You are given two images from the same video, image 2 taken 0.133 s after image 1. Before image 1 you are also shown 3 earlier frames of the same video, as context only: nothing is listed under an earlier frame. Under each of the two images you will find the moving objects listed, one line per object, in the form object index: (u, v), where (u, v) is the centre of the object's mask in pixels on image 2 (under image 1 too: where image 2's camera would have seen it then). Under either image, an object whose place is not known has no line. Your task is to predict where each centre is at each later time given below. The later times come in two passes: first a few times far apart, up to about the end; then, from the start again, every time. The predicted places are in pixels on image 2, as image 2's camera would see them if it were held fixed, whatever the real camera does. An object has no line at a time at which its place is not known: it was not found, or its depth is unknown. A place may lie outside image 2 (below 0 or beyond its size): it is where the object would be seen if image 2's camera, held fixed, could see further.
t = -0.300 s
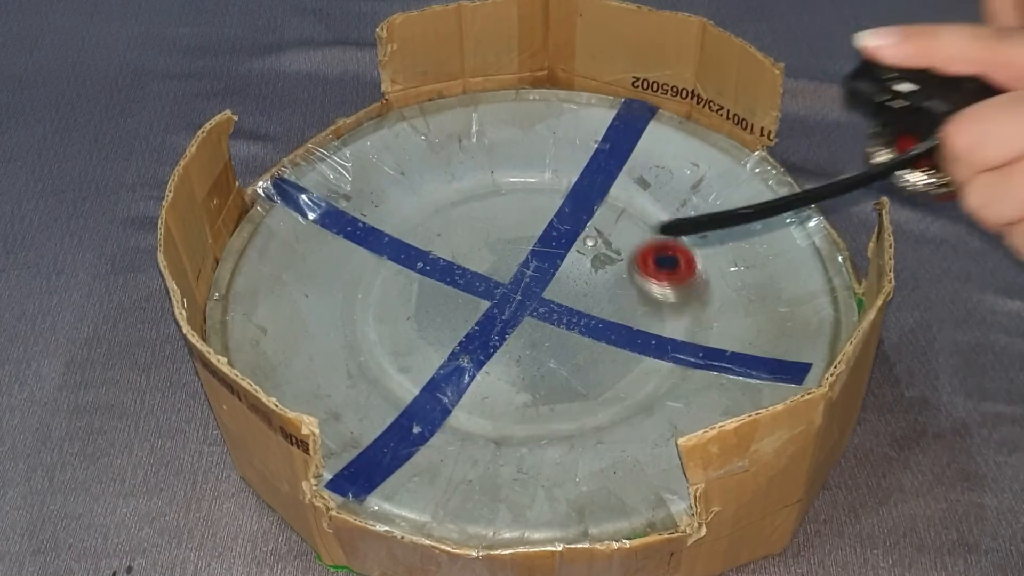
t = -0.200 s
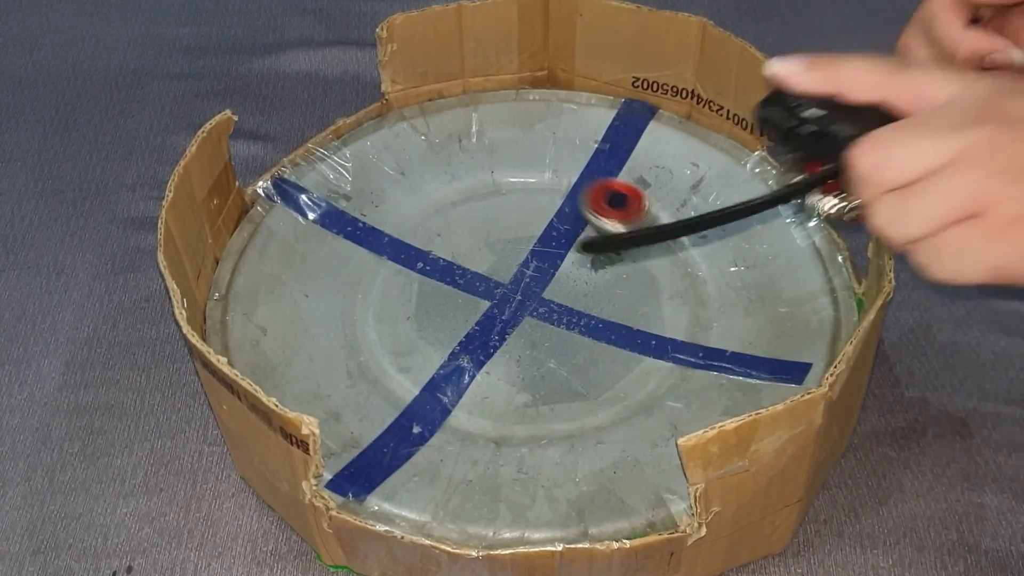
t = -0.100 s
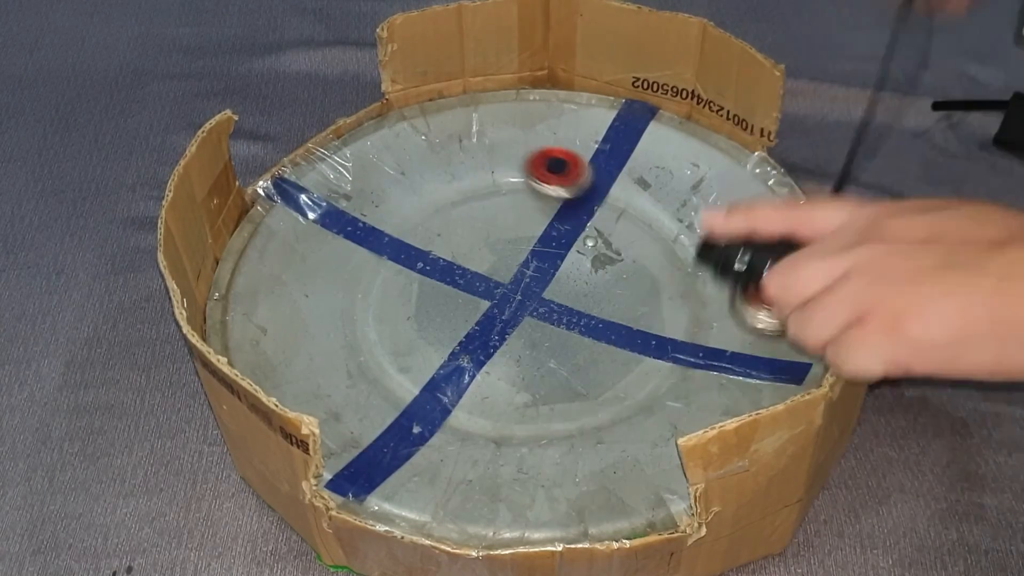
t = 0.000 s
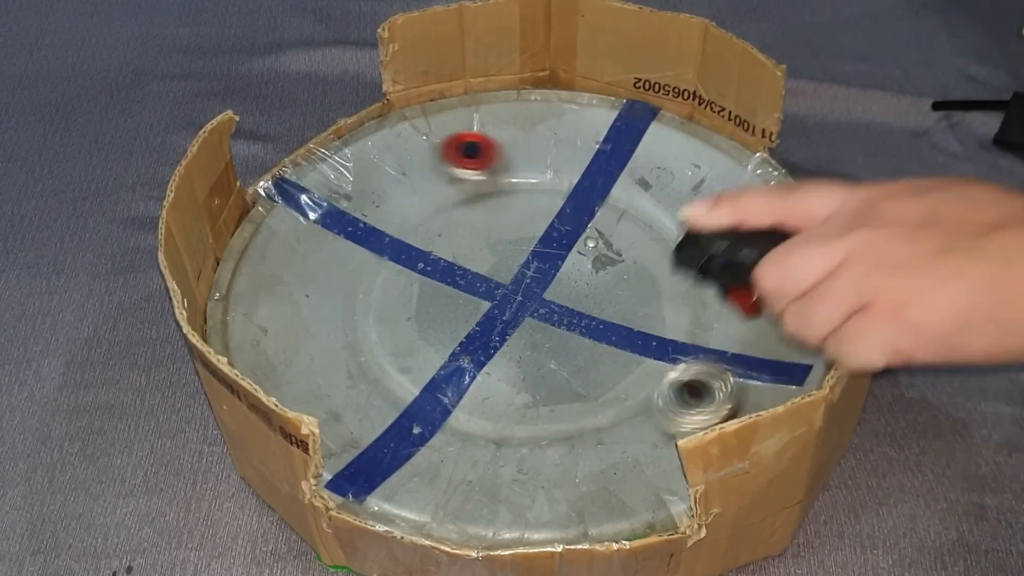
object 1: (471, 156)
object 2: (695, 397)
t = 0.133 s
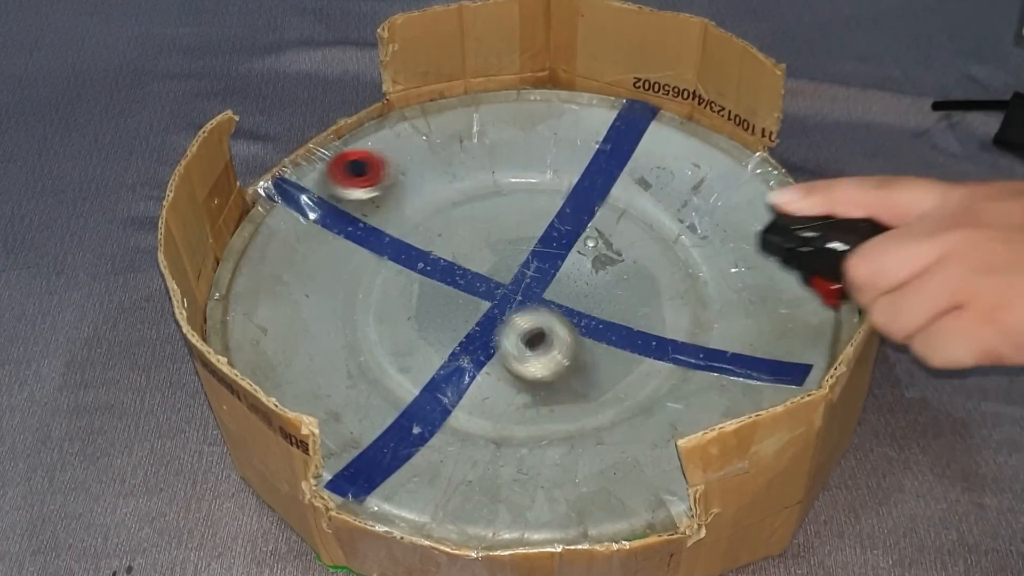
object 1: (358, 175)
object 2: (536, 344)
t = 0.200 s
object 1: (312, 203)
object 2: (494, 290)
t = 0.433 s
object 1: (349, 368)
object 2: (491, 128)
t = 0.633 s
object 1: (563, 390)
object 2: (568, 85)
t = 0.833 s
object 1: (655, 277)
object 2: (594, 111)
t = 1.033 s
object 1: (611, 216)
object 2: (580, 109)
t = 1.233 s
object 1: (596, 255)
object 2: (529, 87)
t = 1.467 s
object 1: (511, 254)
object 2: (516, 111)
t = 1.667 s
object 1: (469, 257)
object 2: (493, 152)
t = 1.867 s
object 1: (520, 290)
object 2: (474, 189)
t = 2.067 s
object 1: (564, 291)
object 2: (430, 237)
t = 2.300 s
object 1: (515, 269)
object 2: (352, 266)
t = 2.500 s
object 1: (526, 274)
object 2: (300, 269)
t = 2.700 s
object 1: (533, 287)
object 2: (292, 265)
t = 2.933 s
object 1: (546, 307)
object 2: (316, 281)
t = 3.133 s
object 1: (572, 305)
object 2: (355, 306)
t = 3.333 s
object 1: (550, 295)
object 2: (398, 337)
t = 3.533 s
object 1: (544, 317)
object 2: (435, 374)
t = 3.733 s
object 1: (589, 306)
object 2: (502, 406)
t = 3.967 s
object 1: (507, 275)
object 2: (536, 403)
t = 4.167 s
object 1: (490, 288)
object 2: (600, 402)
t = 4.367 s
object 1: (492, 288)
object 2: (625, 389)
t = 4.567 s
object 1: (494, 269)
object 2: (655, 360)
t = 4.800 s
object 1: (451, 282)
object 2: (681, 337)
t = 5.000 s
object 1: (462, 290)
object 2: (680, 314)
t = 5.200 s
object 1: (500, 272)
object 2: (666, 281)
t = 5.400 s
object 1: (446, 251)
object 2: (649, 248)
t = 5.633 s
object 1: (406, 289)
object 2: (632, 204)
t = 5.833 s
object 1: (474, 290)
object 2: (605, 172)
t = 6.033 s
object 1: (495, 241)
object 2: (604, 165)
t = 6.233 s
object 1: (413, 233)
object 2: (583, 176)
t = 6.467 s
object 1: (405, 303)
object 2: (516, 210)
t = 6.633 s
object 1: (493, 294)
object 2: (465, 232)
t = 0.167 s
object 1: (331, 186)
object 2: (513, 318)
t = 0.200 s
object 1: (312, 203)
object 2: (494, 290)
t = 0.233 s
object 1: (295, 225)
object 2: (481, 263)
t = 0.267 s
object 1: (286, 251)
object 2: (473, 235)
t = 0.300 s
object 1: (284, 278)
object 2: (470, 212)
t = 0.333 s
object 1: (289, 306)
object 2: (471, 189)
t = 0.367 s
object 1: (302, 331)
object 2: (476, 168)
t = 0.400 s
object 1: (323, 351)
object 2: (485, 146)
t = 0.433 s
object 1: (349, 368)
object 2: (491, 128)
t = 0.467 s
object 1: (382, 382)
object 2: (502, 111)
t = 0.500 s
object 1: (422, 391)
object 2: (516, 97)
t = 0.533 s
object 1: (458, 396)
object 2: (530, 84)
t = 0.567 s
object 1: (496, 399)
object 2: (546, 82)
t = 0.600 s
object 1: (532, 396)
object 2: (560, 83)
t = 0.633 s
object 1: (563, 390)
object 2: (568, 85)
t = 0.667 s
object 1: (593, 377)
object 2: (573, 90)
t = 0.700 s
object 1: (619, 361)
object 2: (577, 94)
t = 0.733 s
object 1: (636, 341)
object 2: (582, 97)
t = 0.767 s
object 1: (645, 322)
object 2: (586, 102)
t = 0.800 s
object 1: (652, 300)
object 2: (589, 106)
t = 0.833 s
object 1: (655, 277)
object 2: (594, 111)
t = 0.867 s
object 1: (651, 255)
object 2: (599, 116)
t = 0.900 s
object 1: (642, 235)
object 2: (603, 124)
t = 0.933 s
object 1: (628, 218)
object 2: (605, 131)
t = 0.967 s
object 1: (615, 205)
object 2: (604, 139)
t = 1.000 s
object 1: (611, 206)
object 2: (596, 126)
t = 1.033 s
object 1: (611, 216)
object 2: (580, 109)
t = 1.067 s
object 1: (610, 225)
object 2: (572, 96)
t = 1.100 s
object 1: (608, 233)
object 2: (565, 88)
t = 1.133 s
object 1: (609, 238)
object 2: (559, 83)
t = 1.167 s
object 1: (607, 244)
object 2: (550, 81)
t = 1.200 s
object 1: (603, 250)
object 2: (539, 83)
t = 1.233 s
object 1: (596, 255)
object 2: (529, 87)
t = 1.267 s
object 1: (587, 261)
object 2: (521, 89)
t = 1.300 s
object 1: (575, 265)
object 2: (515, 91)
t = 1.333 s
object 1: (561, 268)
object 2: (512, 94)
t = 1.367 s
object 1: (548, 266)
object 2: (511, 97)
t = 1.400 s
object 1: (535, 263)
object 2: (512, 100)
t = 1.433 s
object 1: (523, 259)
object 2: (514, 105)
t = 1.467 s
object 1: (511, 254)
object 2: (516, 111)
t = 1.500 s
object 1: (501, 249)
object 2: (519, 118)
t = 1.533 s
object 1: (492, 246)
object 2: (520, 125)
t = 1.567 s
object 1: (484, 248)
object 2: (518, 131)
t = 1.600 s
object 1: (478, 250)
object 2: (513, 139)
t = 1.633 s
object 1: (472, 253)
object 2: (503, 146)
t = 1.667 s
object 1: (469, 257)
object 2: (493, 152)
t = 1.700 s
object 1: (469, 261)
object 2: (483, 156)
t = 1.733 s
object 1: (473, 267)
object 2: (478, 161)
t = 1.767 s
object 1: (479, 275)
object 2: (476, 167)
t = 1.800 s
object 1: (491, 282)
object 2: (476, 174)
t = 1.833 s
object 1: (506, 287)
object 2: (476, 181)
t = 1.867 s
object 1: (520, 290)
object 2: (474, 189)
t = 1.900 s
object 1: (532, 293)
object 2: (469, 197)
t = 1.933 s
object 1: (543, 295)
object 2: (465, 204)
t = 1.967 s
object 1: (552, 295)
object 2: (459, 212)
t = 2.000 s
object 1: (557, 295)
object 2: (450, 221)
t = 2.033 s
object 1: (560, 294)
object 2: (441, 229)
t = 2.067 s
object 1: (564, 291)
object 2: (430, 237)
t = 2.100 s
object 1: (568, 287)
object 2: (418, 243)
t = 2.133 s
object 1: (565, 283)
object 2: (407, 247)
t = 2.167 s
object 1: (556, 278)
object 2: (397, 251)
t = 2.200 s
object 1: (544, 273)
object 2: (385, 256)
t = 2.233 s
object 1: (533, 270)
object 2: (373, 260)
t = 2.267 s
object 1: (523, 268)
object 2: (362, 264)
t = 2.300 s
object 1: (515, 269)
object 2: (352, 266)
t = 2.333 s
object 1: (509, 269)
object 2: (343, 267)
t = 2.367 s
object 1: (509, 270)
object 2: (334, 267)
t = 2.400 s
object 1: (515, 271)
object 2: (325, 268)
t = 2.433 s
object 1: (522, 272)
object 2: (317, 268)
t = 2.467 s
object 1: (526, 274)
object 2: (308, 269)
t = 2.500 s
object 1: (526, 274)
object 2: (300, 269)
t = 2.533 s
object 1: (527, 276)
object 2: (294, 270)
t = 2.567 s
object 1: (531, 278)
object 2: (291, 270)
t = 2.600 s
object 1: (533, 280)
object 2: (289, 269)
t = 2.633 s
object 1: (534, 282)
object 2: (290, 267)
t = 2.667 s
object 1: (534, 286)
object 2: (291, 266)
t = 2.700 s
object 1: (533, 287)
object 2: (292, 265)
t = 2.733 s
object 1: (534, 290)
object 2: (295, 265)
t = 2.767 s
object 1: (538, 294)
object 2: (298, 266)
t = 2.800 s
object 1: (540, 295)
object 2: (301, 268)
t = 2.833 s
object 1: (542, 297)
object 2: (304, 270)
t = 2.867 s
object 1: (542, 300)
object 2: (308, 273)
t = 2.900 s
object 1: (542, 304)
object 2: (311, 277)
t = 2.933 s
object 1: (546, 307)
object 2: (316, 281)
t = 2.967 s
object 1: (552, 308)
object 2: (321, 285)
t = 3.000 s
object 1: (559, 309)
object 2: (328, 290)
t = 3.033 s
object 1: (566, 309)
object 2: (334, 295)
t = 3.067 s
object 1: (571, 308)
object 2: (340, 299)
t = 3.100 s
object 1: (574, 308)
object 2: (346, 303)
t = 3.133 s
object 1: (572, 305)
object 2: (355, 306)
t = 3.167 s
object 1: (571, 301)
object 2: (364, 308)
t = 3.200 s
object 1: (568, 299)
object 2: (374, 311)
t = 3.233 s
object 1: (563, 298)
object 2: (383, 317)
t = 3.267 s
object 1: (559, 296)
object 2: (389, 324)
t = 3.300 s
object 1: (556, 295)
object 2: (394, 331)
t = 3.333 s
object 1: (550, 295)
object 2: (398, 337)
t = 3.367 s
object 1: (545, 296)
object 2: (403, 343)
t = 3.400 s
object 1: (540, 299)
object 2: (409, 350)
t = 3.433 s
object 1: (534, 304)
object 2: (415, 357)
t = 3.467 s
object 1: (532, 308)
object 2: (422, 362)
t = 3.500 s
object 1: (535, 312)
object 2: (428, 368)
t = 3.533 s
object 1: (544, 317)
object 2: (435, 374)
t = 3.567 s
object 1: (555, 322)
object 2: (443, 380)
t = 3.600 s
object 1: (568, 324)
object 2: (454, 386)
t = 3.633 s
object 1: (579, 323)
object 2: (466, 392)
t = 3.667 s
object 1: (586, 320)
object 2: (482, 400)
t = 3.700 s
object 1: (588, 314)
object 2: (494, 405)
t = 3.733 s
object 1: (589, 306)
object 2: (502, 406)
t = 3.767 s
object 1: (585, 298)
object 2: (507, 406)
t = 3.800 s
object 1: (578, 290)
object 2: (510, 406)
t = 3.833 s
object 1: (566, 283)
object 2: (513, 406)
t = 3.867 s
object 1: (550, 279)
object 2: (516, 405)
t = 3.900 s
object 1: (533, 276)
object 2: (520, 403)
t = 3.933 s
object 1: (517, 275)
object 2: (527, 403)
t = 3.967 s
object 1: (507, 275)
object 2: (536, 403)
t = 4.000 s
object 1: (501, 274)
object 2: (546, 404)
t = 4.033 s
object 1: (497, 273)
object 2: (558, 404)
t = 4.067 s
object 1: (491, 274)
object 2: (573, 405)
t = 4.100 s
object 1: (486, 278)
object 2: (588, 405)
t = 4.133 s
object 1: (486, 283)
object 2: (598, 404)
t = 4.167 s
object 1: (490, 288)
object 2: (600, 402)
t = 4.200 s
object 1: (493, 289)
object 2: (603, 400)
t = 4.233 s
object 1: (495, 289)
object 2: (610, 397)
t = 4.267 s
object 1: (495, 289)
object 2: (616, 395)
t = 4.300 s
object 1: (495, 289)
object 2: (619, 393)
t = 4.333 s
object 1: (494, 289)
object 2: (622, 391)
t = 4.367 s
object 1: (492, 288)
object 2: (625, 389)
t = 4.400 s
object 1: (492, 283)
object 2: (628, 386)
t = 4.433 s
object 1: (492, 282)
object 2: (630, 382)
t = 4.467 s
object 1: (494, 283)
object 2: (635, 376)
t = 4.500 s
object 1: (496, 281)
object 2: (642, 371)
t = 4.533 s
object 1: (497, 274)
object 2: (648, 366)
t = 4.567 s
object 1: (494, 269)
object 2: (655, 360)
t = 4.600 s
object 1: (486, 267)
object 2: (662, 355)
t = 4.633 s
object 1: (475, 268)
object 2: (668, 350)
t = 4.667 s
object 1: (464, 270)
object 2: (670, 346)
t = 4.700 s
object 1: (459, 274)
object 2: (673, 343)
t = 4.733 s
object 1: (454, 276)
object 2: (677, 341)
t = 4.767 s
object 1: (452, 279)
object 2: (679, 339)
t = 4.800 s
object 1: (451, 282)
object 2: (681, 337)
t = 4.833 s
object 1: (453, 284)
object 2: (683, 336)
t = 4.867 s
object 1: (452, 285)
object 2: (682, 335)
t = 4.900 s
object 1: (451, 286)
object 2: (681, 332)
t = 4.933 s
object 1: (452, 287)
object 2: (681, 328)
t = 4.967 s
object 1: (456, 289)
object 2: (681, 322)
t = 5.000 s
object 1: (462, 290)
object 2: (680, 314)
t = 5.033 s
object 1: (468, 289)
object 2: (679, 306)
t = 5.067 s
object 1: (475, 289)
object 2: (676, 301)
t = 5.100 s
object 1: (485, 287)
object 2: (674, 295)
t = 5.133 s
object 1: (492, 285)
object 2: (671, 290)
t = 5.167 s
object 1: (498, 280)
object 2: (669, 285)
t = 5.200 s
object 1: (500, 272)
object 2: (666, 281)
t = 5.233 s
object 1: (498, 264)
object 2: (662, 277)
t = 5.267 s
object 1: (491, 259)
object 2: (658, 272)
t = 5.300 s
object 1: (480, 256)
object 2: (654, 267)
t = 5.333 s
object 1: (467, 253)
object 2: (652, 261)
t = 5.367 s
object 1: (456, 251)
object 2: (651, 254)
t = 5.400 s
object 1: (446, 251)
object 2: (649, 248)
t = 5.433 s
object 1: (434, 252)
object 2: (647, 242)
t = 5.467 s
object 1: (426, 254)
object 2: (645, 236)
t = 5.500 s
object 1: (420, 260)
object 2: (644, 229)
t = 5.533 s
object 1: (414, 268)
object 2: (643, 224)
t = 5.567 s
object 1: (408, 275)
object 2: (641, 218)
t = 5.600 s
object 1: (405, 283)
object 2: (637, 211)
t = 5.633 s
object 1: (406, 289)
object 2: (632, 204)
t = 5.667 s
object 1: (410, 295)
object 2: (624, 196)
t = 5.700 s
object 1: (420, 299)
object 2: (619, 188)
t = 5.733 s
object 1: (432, 300)
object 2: (614, 183)
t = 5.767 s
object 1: (446, 299)
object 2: (610, 180)
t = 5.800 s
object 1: (460, 295)
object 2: (607, 176)
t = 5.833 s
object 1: (474, 290)
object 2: (605, 172)
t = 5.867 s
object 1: (487, 285)
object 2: (604, 169)
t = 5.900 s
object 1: (498, 280)
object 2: (604, 166)
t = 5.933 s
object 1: (505, 271)
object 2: (604, 165)
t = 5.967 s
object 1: (508, 259)
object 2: (605, 164)
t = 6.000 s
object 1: (504, 249)
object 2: (605, 164)
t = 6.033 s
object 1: (495, 241)
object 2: (604, 165)
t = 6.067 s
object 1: (483, 234)
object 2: (603, 166)
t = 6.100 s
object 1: (470, 230)
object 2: (602, 167)
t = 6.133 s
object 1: (455, 227)
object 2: (600, 169)
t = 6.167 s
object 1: (440, 227)
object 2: (596, 171)
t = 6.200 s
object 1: (424, 230)
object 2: (590, 173)
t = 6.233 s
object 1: (413, 233)
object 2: (583, 176)
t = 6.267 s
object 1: (405, 239)
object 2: (575, 180)
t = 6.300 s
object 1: (399, 247)
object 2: (565, 185)
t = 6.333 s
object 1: (393, 258)
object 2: (554, 191)
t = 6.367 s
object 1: (389, 270)
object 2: (545, 196)
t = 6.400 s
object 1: (389, 283)
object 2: (535, 200)
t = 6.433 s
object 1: (395, 295)
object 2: (525, 205)
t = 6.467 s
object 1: (405, 303)
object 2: (516, 210)
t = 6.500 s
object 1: (420, 307)
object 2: (506, 214)
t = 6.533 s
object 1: (438, 307)
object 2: (495, 220)
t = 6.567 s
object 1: (456, 303)
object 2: (486, 224)
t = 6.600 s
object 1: (474, 300)
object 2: (475, 228)
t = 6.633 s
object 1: (493, 294)
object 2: (465, 232)
